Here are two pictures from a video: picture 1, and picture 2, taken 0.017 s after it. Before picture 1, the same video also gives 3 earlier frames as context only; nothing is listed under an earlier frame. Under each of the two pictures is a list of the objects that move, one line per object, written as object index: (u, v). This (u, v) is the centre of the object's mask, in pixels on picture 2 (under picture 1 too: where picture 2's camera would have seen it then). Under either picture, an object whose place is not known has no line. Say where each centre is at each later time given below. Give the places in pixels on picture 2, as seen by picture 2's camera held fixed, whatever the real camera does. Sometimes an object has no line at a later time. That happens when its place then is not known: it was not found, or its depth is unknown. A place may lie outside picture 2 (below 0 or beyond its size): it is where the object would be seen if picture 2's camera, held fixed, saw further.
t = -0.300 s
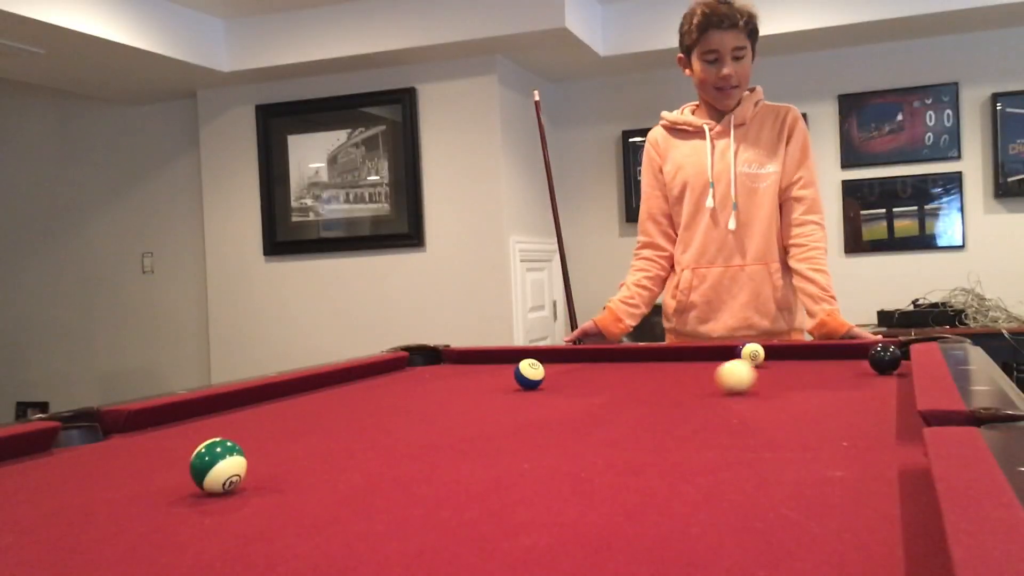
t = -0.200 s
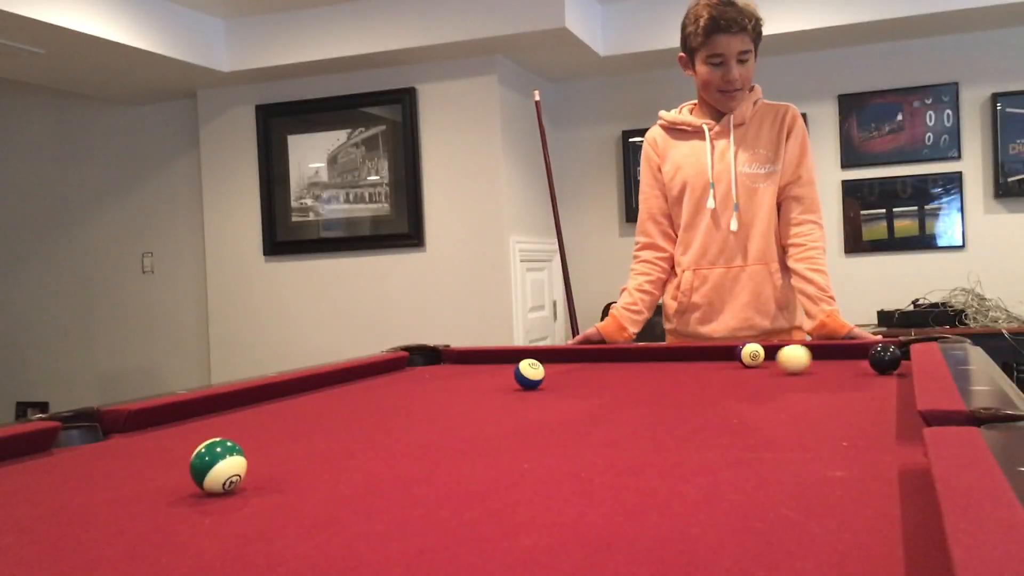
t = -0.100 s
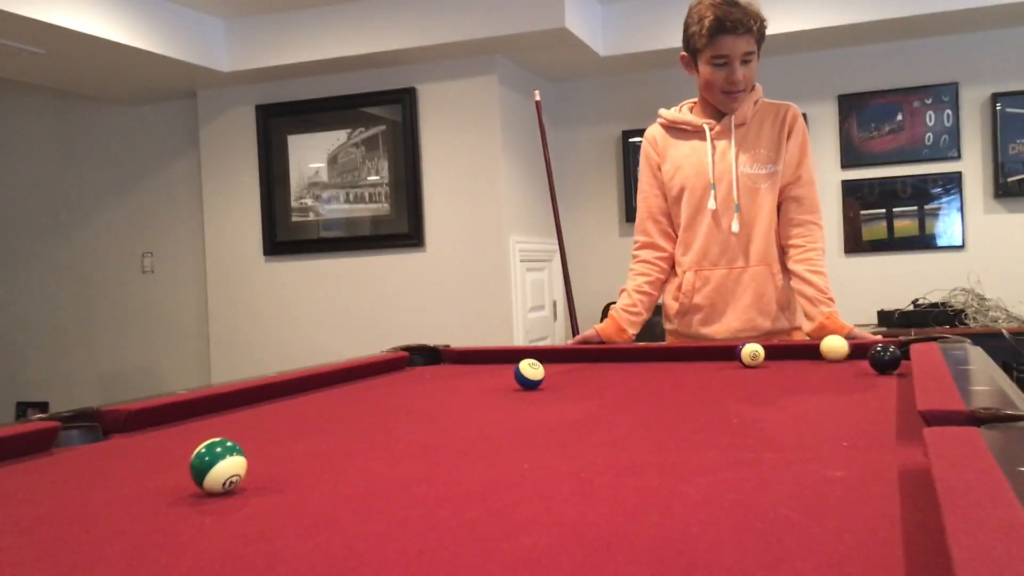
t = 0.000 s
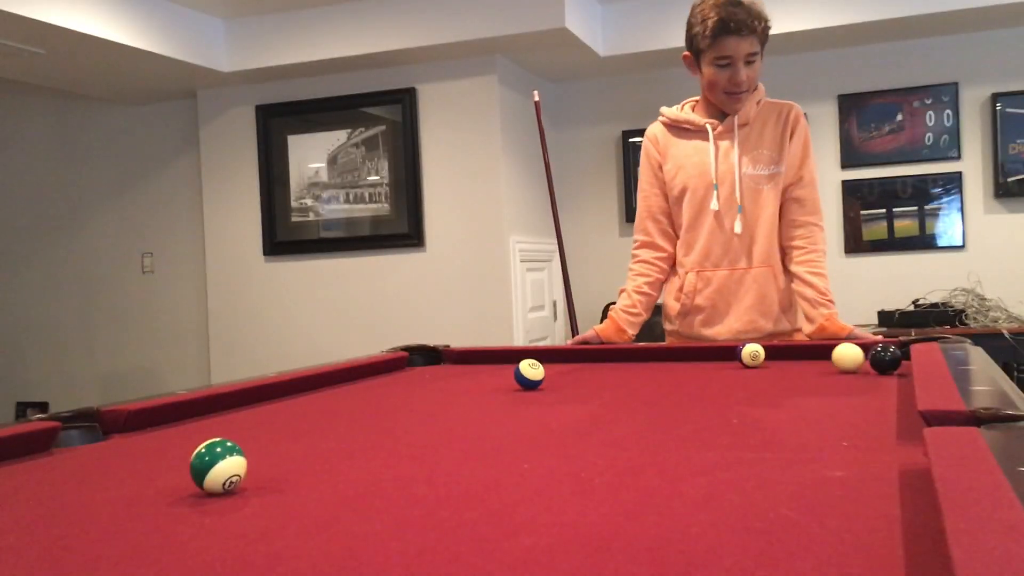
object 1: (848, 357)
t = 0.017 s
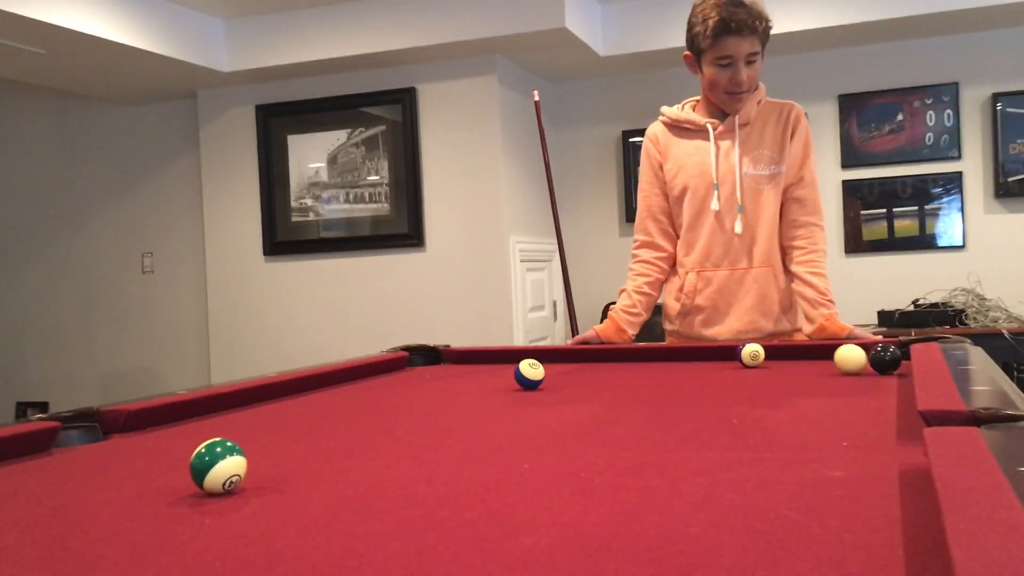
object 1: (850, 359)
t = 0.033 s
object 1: (853, 361)
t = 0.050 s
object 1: (856, 362)
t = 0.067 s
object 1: (858, 364)
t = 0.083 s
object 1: (862, 366)
